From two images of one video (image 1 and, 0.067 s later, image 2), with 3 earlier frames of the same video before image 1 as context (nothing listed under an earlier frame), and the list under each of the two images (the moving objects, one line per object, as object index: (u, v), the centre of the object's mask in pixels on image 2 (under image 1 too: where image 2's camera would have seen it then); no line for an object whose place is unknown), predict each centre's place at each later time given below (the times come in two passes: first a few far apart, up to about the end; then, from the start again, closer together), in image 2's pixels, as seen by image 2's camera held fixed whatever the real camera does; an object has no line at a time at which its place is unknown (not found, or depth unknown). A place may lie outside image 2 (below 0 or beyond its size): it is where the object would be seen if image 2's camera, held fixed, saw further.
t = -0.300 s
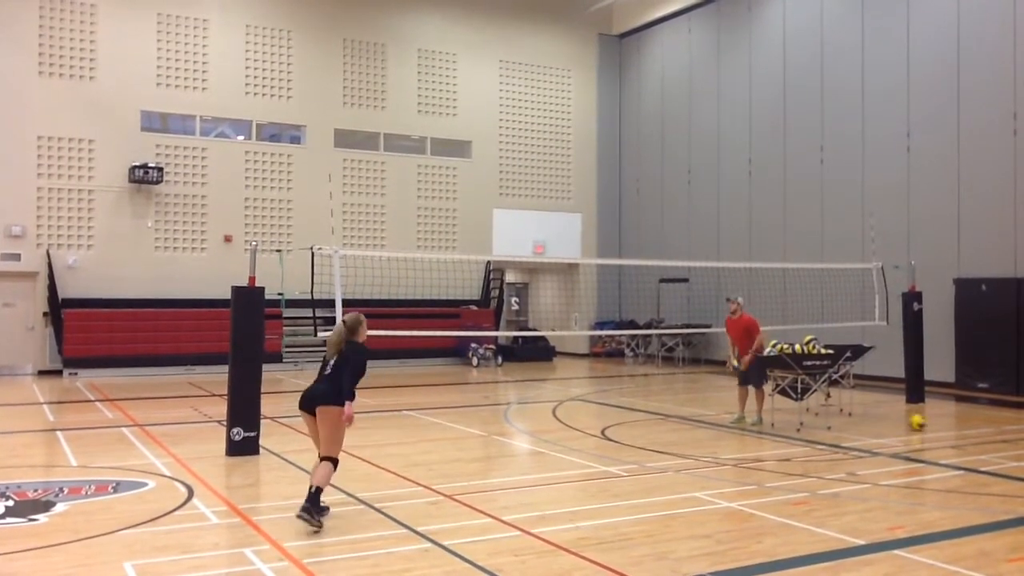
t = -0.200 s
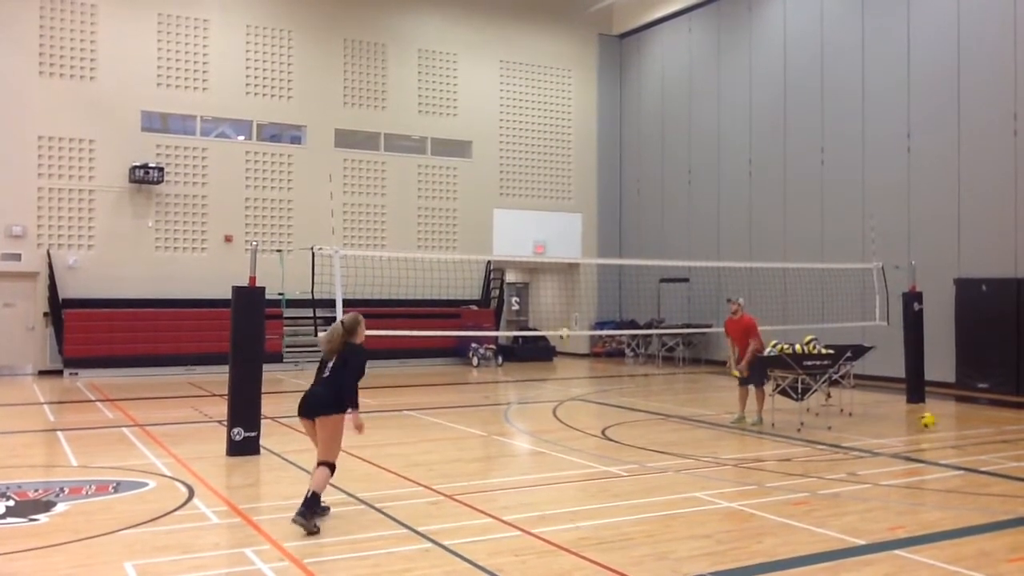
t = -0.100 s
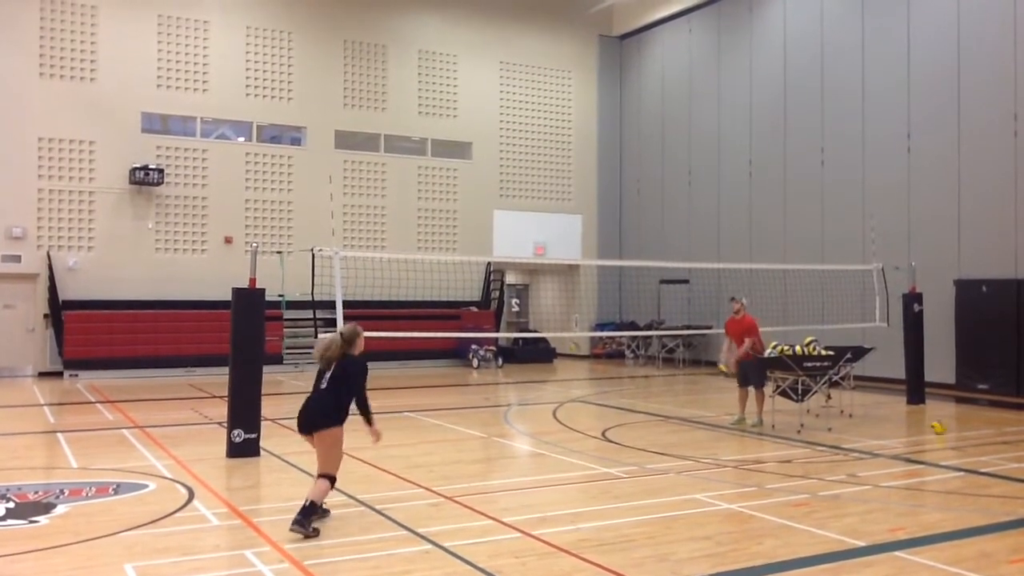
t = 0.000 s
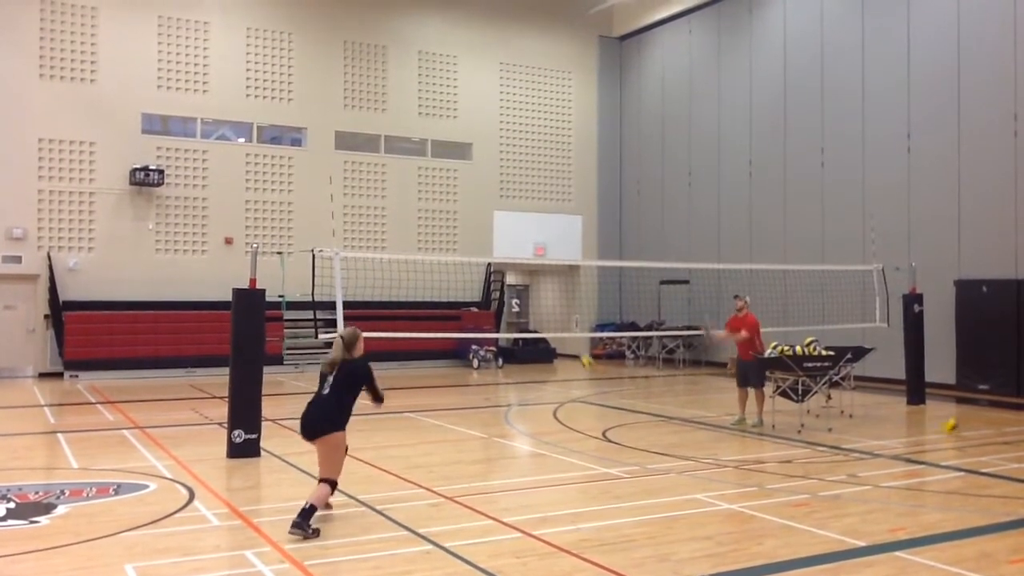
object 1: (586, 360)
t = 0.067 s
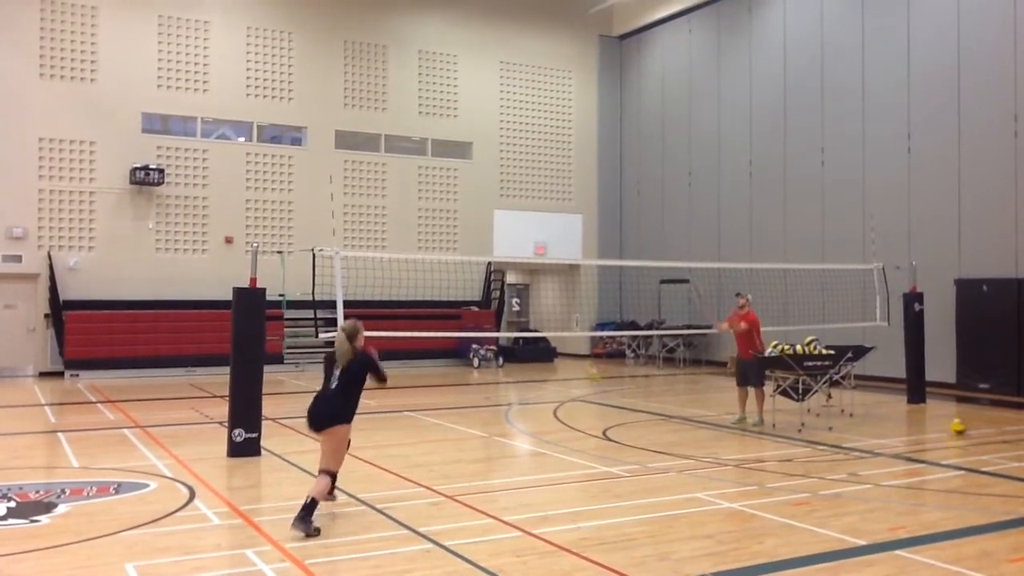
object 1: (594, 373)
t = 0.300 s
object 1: (619, 376)
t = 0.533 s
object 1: (642, 359)
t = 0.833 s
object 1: (681, 385)
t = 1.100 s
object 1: (717, 392)
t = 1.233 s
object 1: (733, 381)
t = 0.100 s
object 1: (595, 383)
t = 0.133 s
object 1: (602, 392)
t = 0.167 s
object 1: (605, 402)
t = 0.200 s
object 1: (607, 396)
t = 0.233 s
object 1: (611, 389)
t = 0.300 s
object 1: (619, 376)
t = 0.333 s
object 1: (622, 372)
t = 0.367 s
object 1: (625, 369)
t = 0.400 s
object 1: (629, 366)
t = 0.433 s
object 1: (633, 361)
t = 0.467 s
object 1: (638, 360)
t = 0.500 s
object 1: (642, 359)
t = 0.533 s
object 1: (642, 359)
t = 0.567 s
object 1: (647, 359)
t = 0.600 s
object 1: (652, 360)
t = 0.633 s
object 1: (654, 360)
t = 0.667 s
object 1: (659, 361)
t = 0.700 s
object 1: (664, 364)
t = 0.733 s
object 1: (669, 369)
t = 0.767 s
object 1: (673, 373)
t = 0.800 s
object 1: (676, 378)
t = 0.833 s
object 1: (681, 385)
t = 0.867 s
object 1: (685, 392)
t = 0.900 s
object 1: (689, 400)
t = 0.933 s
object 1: (694, 412)
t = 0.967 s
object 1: (699, 412)
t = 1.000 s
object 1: (702, 408)
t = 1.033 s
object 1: (706, 401)
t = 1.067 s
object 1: (709, 396)
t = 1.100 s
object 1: (717, 392)
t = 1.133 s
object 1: (720, 386)
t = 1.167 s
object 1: (724, 385)
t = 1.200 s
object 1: (728, 382)
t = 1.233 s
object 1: (733, 381)
